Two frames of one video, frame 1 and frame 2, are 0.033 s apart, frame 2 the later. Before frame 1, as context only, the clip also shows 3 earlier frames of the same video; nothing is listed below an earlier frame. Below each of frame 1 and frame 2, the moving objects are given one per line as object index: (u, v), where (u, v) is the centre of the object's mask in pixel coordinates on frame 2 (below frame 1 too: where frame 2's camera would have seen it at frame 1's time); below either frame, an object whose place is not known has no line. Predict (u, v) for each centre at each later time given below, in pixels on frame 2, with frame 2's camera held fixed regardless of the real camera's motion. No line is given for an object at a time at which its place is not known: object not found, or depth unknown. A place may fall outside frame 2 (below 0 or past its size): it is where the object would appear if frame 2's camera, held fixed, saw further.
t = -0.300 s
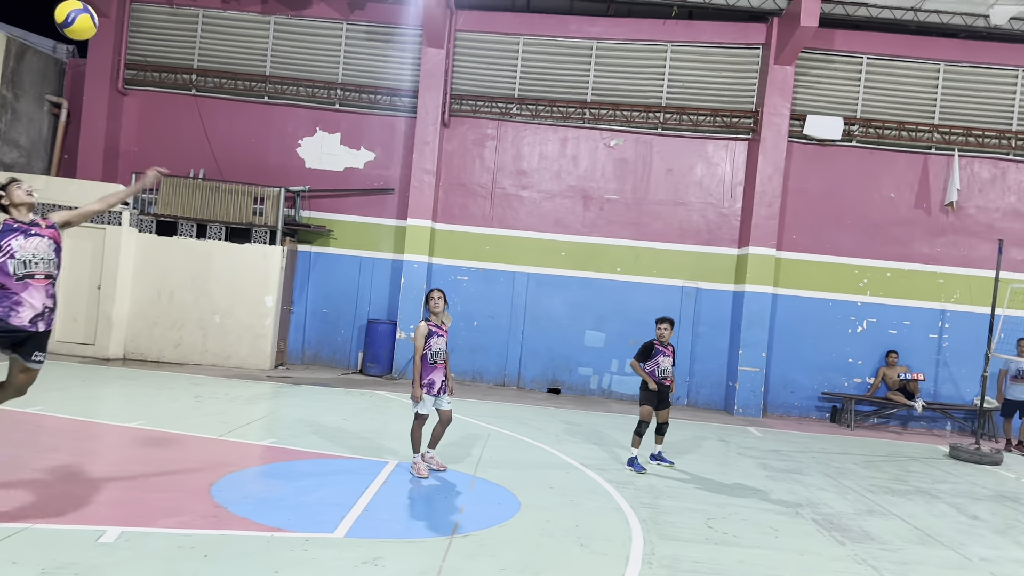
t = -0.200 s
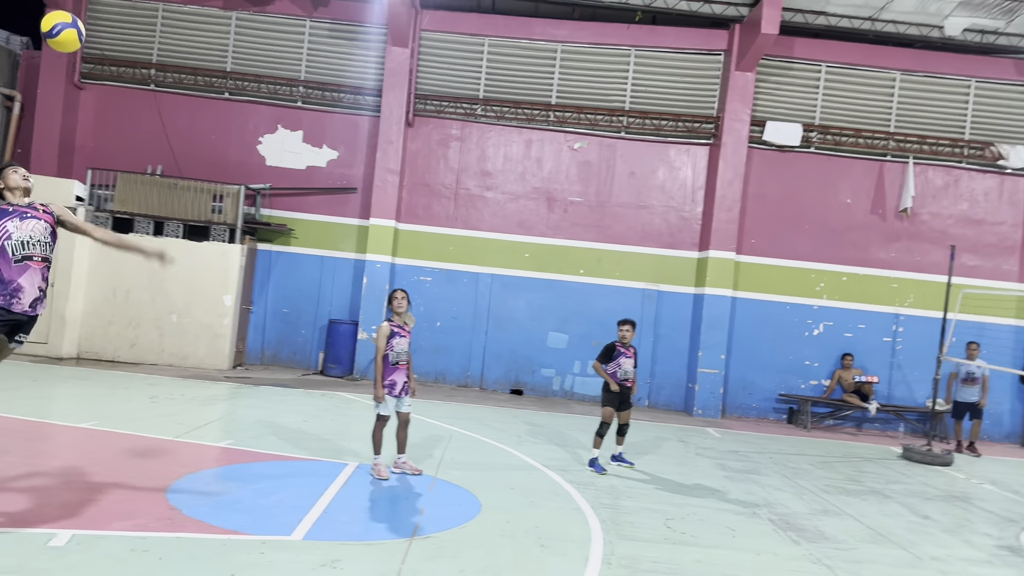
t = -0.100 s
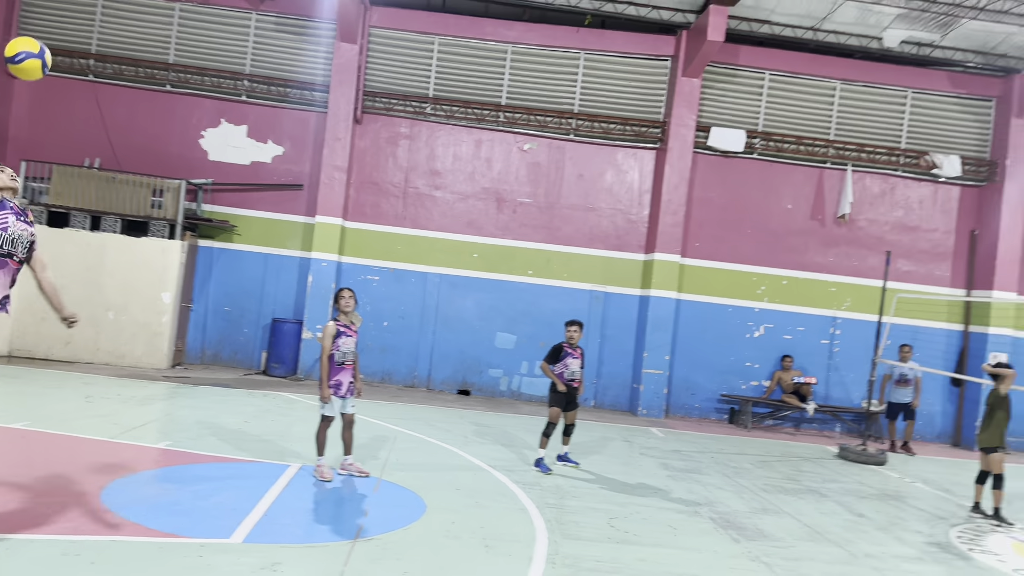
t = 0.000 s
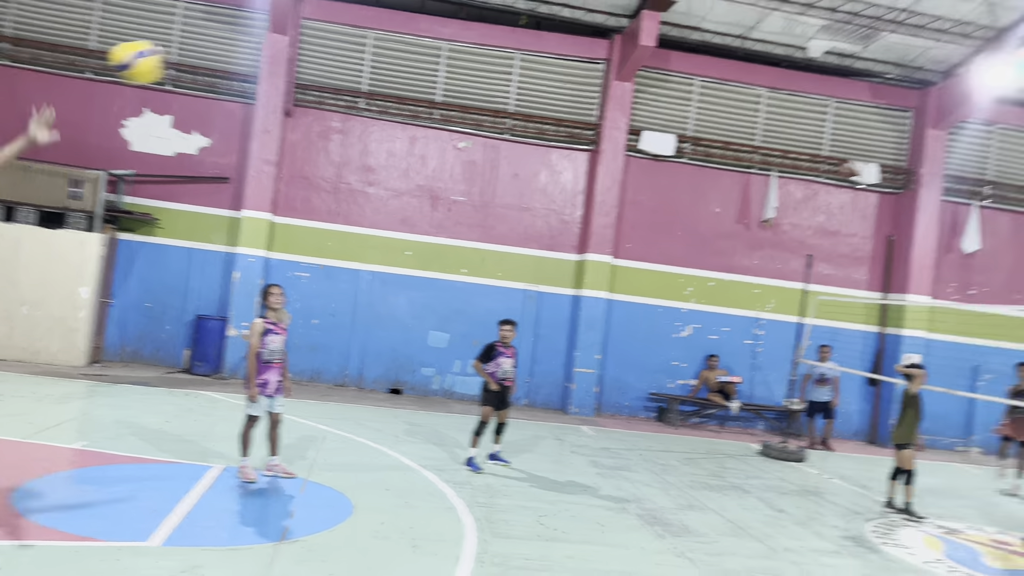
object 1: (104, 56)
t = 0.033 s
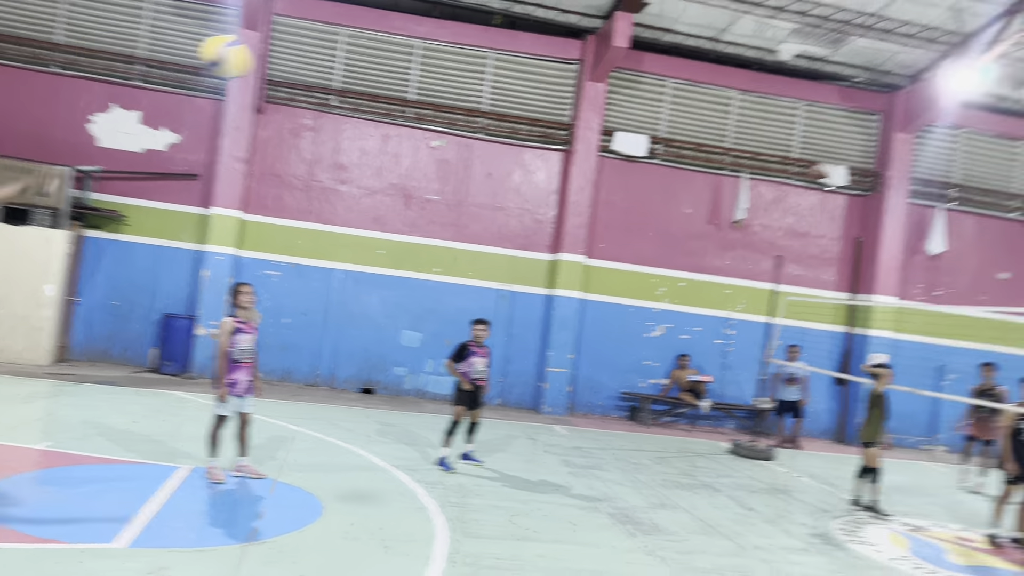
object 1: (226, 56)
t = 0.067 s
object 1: (343, 58)
